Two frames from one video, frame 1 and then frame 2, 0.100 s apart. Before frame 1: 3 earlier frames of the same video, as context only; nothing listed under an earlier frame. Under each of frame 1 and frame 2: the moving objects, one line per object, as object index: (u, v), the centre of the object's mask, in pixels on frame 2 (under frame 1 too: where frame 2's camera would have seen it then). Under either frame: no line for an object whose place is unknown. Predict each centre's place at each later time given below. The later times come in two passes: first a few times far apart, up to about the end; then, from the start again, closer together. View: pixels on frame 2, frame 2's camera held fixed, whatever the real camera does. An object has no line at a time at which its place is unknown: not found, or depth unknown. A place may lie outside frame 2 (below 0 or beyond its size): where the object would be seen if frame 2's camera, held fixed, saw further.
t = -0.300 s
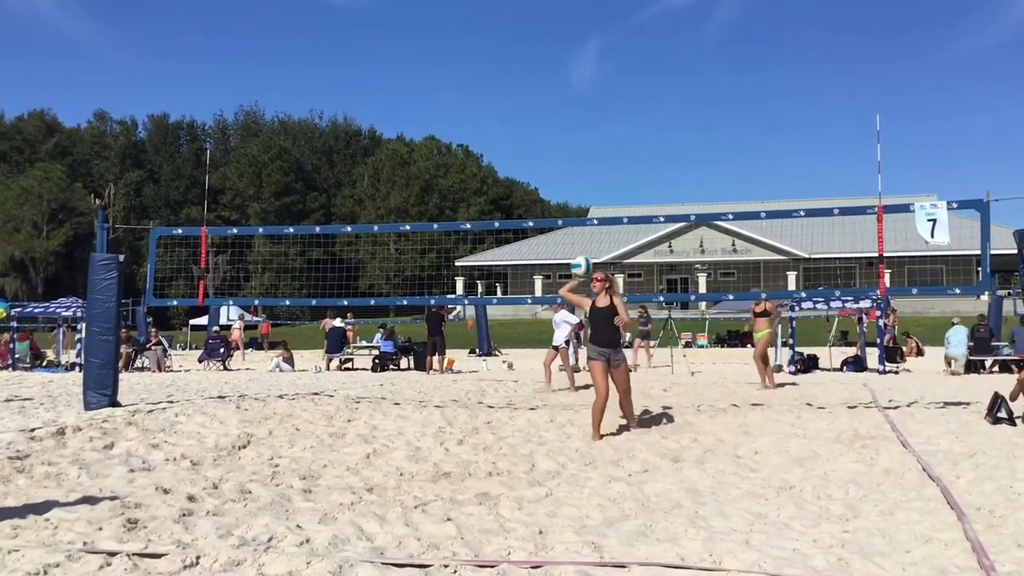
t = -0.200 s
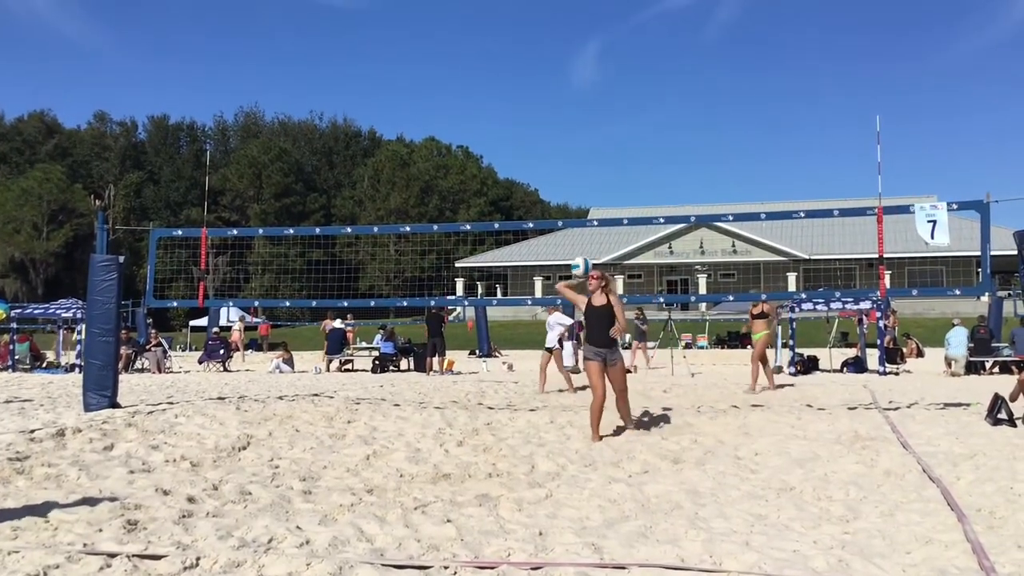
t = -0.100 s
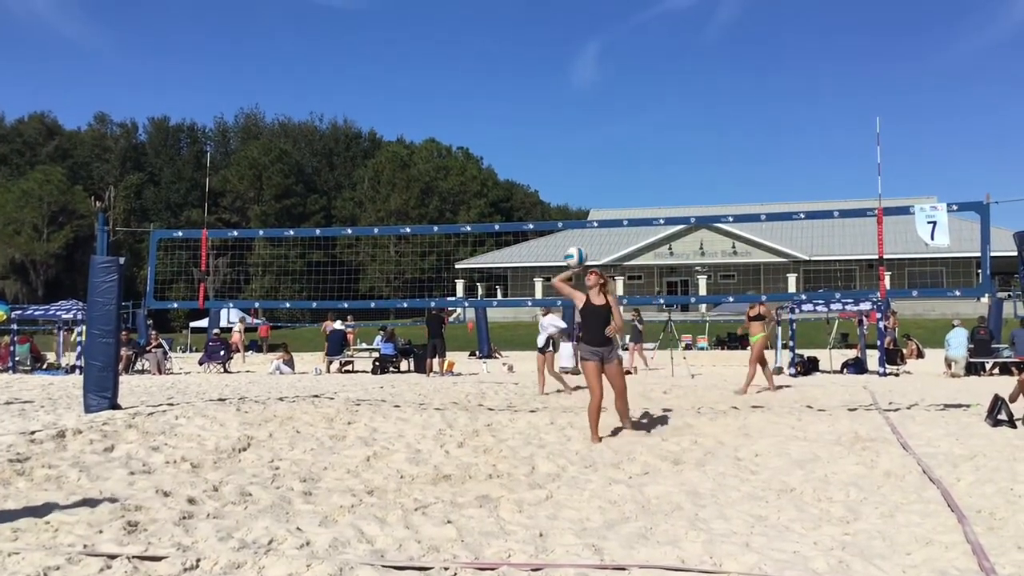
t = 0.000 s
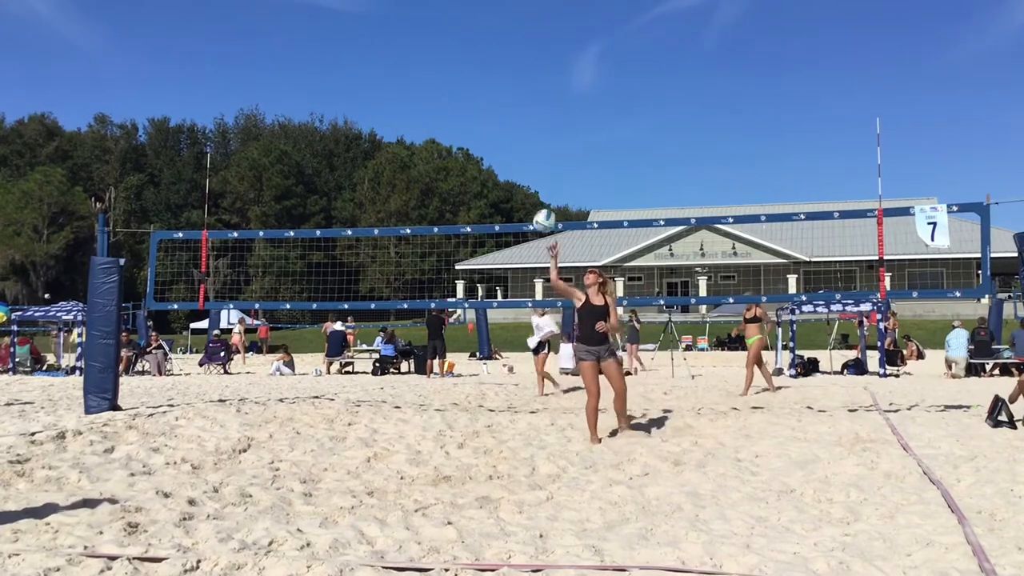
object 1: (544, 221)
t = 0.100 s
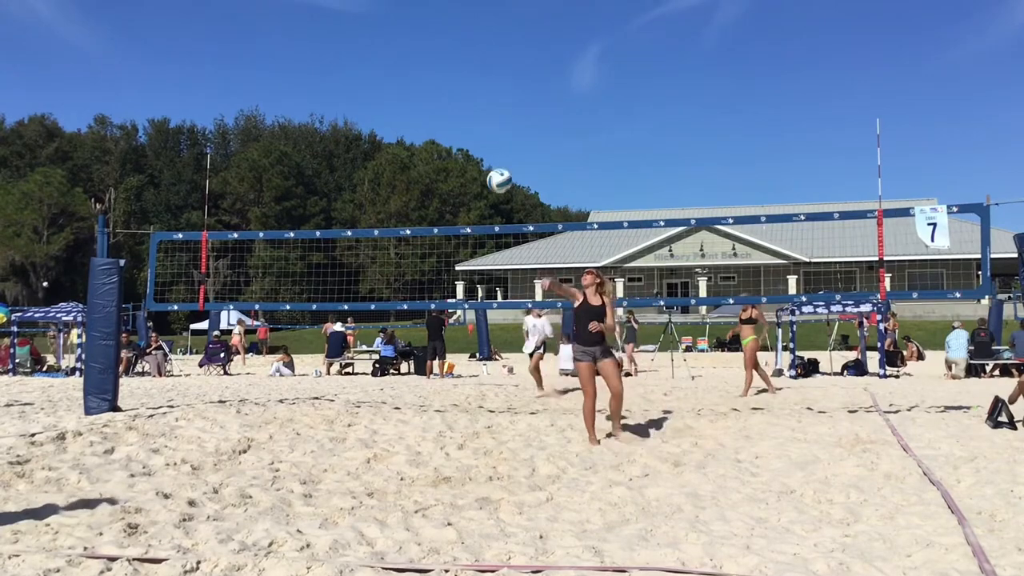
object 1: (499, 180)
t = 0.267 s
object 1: (415, 127)
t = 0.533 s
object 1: (251, 104)
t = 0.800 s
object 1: (27, 188)
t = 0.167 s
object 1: (467, 157)
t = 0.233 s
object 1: (433, 136)
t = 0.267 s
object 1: (415, 127)
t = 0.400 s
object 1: (338, 105)
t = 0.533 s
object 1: (251, 104)
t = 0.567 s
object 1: (226, 108)
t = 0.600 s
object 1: (201, 113)
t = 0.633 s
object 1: (174, 120)
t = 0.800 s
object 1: (27, 188)
